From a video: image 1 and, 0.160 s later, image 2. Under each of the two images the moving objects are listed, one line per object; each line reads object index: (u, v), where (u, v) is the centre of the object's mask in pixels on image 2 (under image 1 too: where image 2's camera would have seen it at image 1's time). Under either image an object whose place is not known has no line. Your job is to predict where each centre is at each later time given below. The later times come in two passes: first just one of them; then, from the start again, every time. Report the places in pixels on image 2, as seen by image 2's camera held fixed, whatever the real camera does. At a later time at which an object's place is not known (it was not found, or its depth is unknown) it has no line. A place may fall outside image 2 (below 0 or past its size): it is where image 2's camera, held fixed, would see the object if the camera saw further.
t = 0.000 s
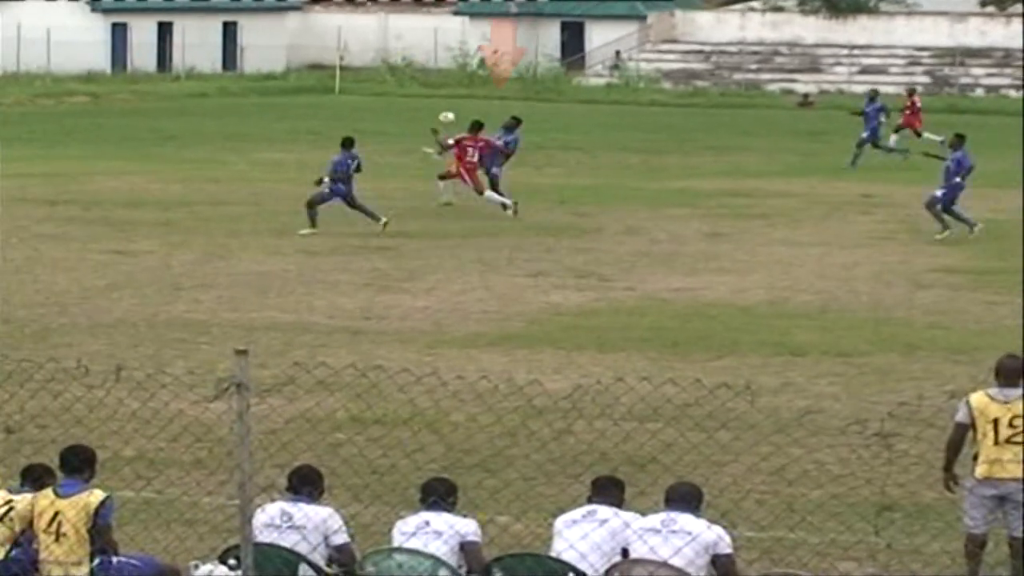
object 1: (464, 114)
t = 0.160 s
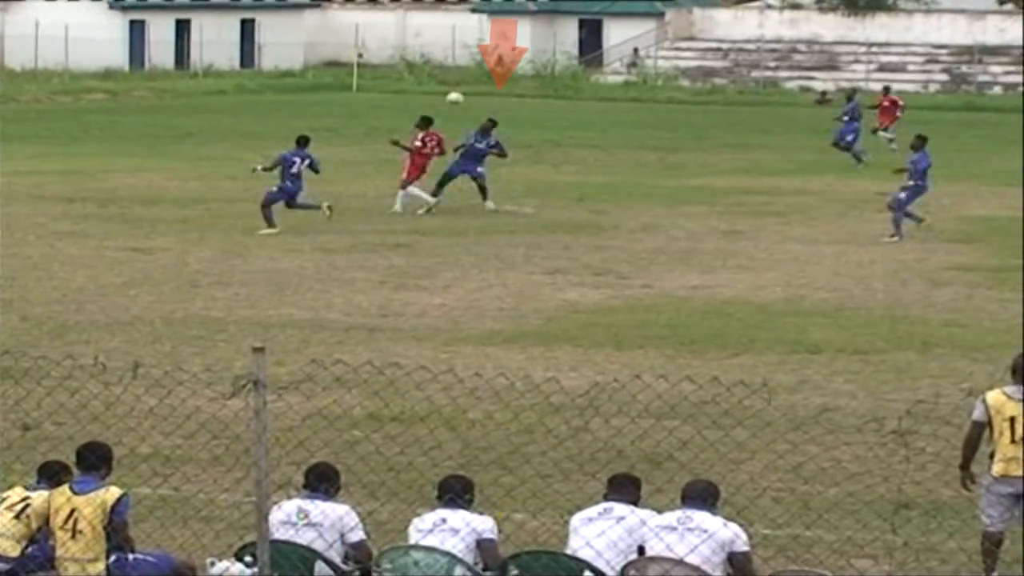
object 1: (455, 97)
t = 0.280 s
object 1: (447, 92)
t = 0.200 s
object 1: (452, 94)
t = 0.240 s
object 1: (450, 93)
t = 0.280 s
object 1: (447, 92)
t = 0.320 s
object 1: (445, 93)
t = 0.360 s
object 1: (442, 95)
